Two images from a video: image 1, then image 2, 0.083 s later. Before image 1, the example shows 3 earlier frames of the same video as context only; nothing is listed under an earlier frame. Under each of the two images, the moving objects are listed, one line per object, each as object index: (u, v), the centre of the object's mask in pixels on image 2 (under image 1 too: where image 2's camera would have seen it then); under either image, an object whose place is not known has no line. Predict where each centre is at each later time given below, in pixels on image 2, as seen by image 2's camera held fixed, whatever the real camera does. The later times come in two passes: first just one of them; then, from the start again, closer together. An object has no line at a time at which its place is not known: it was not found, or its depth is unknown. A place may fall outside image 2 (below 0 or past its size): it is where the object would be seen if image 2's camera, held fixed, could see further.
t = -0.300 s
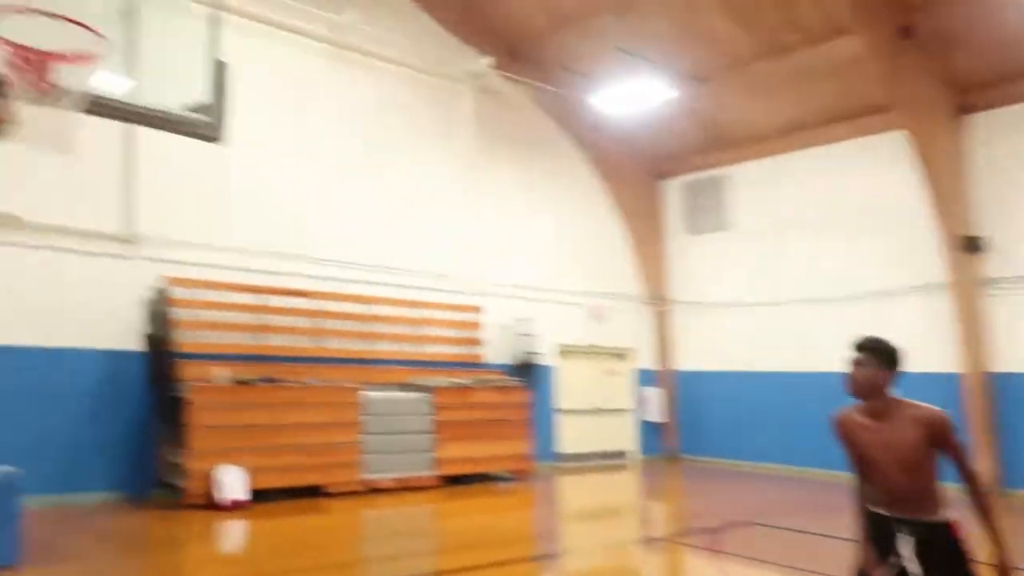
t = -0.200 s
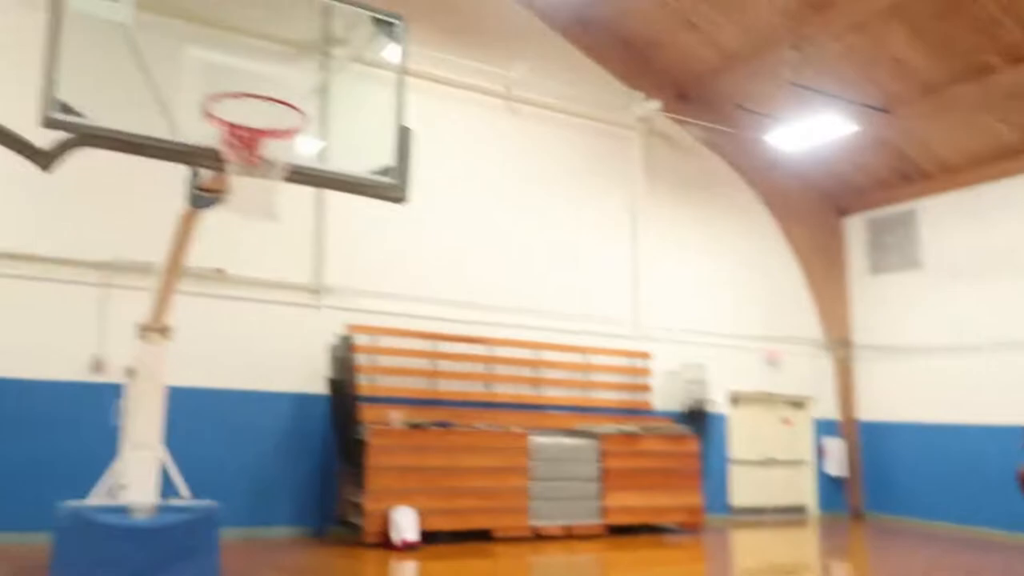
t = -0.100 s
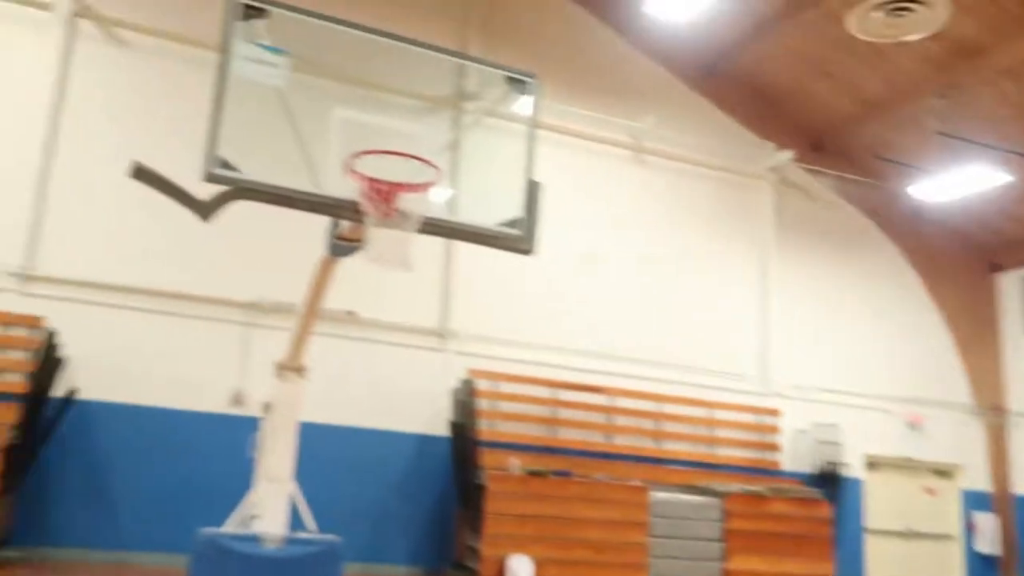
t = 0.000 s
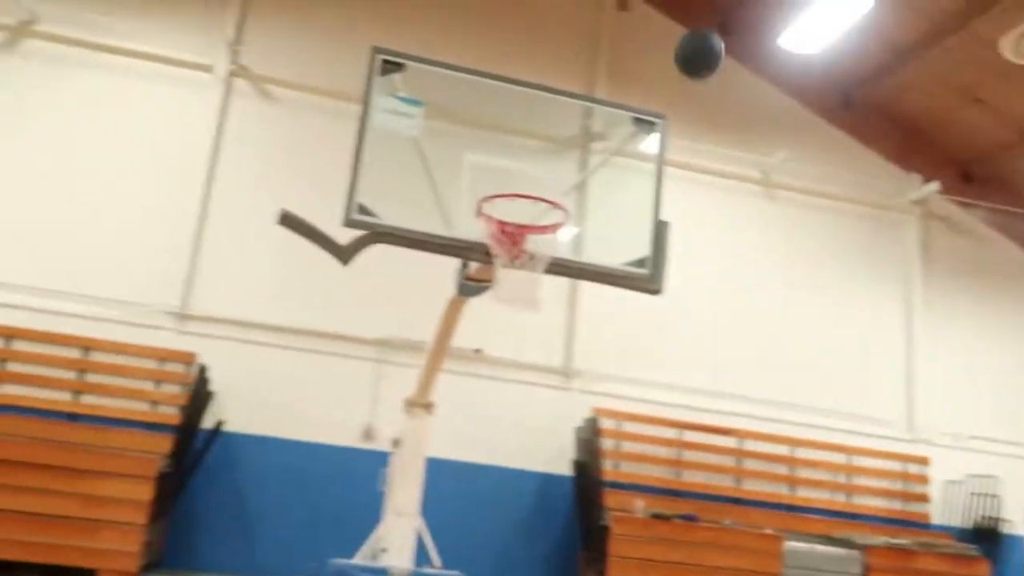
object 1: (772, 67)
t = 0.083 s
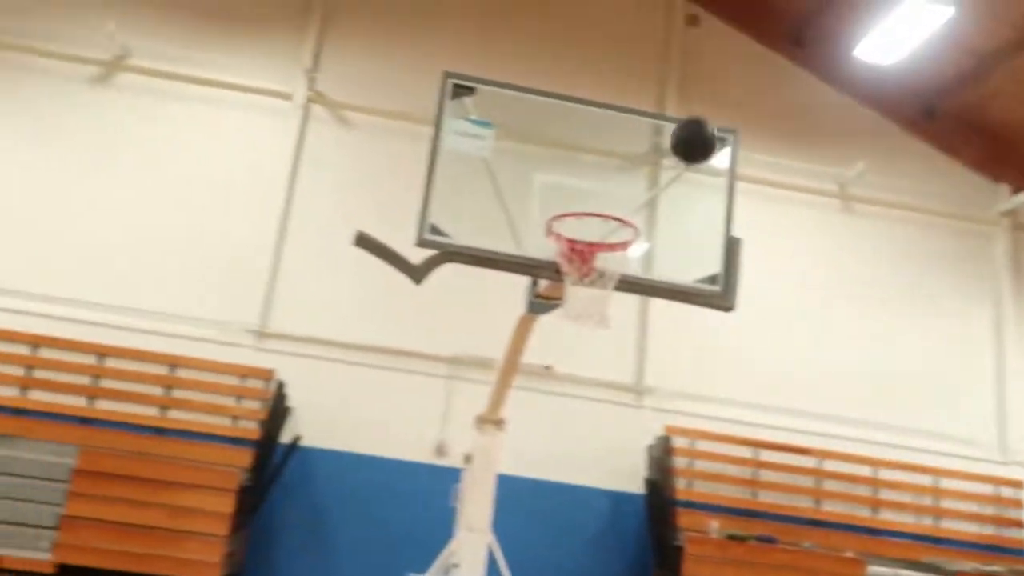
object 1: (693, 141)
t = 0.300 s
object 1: (583, 217)
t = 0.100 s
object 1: (679, 157)
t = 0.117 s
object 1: (662, 174)
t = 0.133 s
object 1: (647, 191)
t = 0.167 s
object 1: (622, 221)
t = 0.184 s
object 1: (613, 228)
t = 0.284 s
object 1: (583, 222)
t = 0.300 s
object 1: (583, 217)
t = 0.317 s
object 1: (586, 214)
